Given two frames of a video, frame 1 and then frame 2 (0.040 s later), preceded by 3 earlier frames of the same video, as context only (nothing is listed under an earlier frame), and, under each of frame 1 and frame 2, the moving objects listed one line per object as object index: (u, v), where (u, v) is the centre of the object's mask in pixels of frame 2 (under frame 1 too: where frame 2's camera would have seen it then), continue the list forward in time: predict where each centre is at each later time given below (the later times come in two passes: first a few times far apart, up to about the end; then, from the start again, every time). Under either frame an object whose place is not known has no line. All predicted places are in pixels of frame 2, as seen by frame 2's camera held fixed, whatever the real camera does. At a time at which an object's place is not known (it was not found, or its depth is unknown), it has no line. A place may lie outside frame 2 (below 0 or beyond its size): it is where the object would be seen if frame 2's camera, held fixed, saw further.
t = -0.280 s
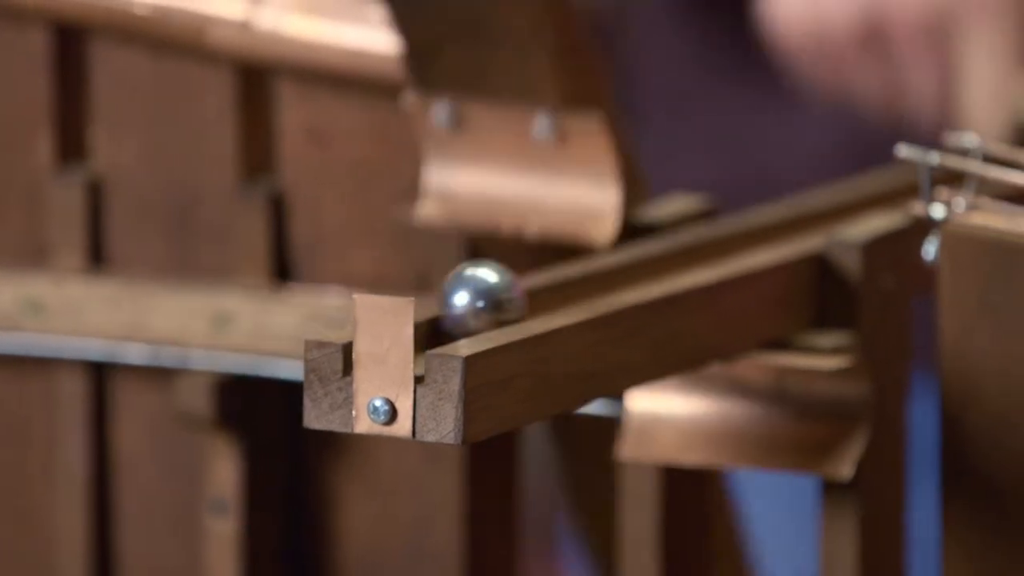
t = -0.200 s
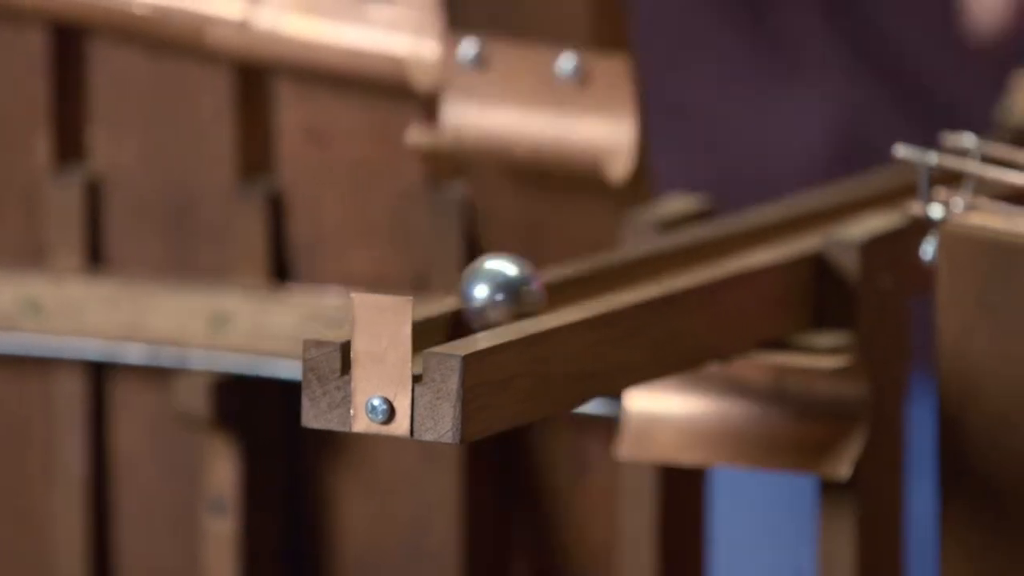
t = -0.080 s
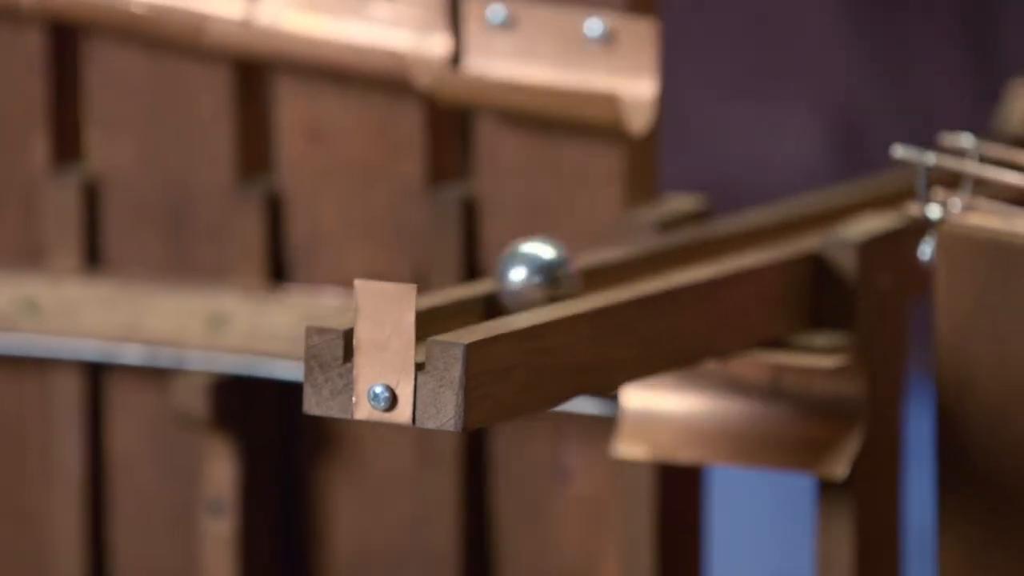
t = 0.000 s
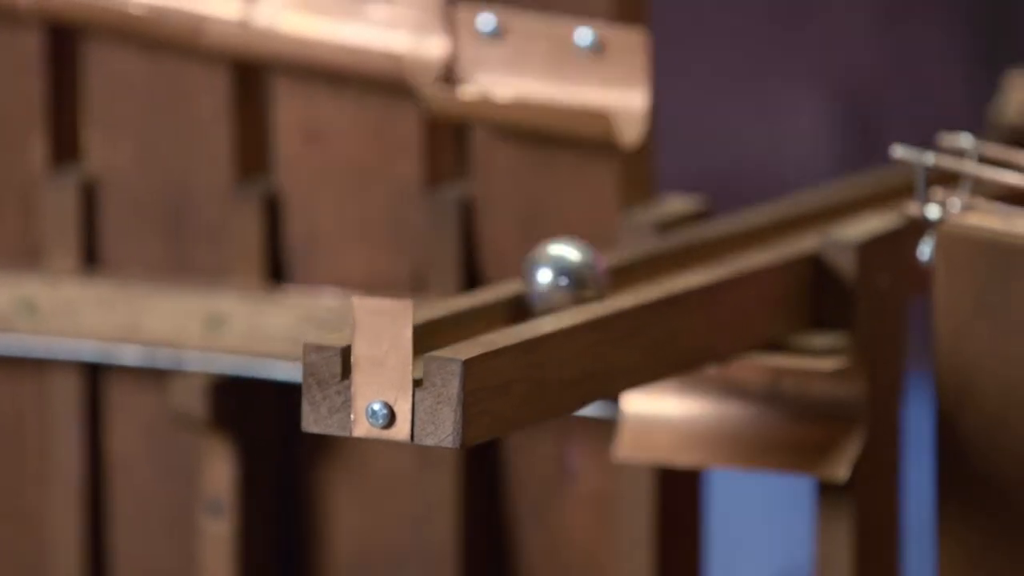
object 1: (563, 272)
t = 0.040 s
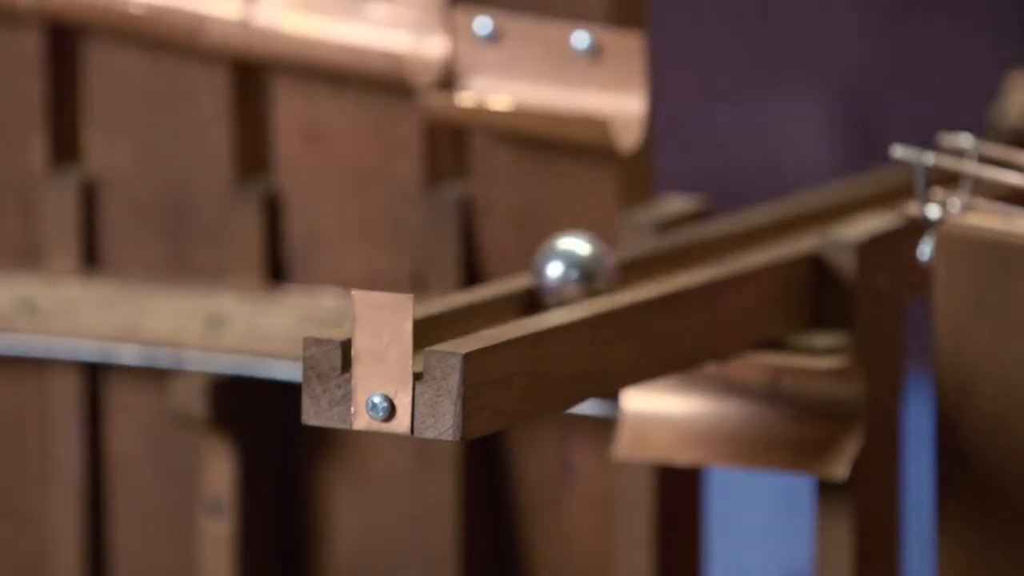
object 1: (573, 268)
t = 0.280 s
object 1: (653, 244)
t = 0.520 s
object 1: (742, 217)
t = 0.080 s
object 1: (585, 264)
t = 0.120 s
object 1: (597, 260)
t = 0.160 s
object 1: (611, 256)
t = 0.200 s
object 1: (623, 253)
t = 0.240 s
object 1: (637, 249)
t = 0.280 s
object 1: (653, 244)
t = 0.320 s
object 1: (662, 239)
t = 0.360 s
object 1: (672, 232)
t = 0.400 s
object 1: (691, 229)
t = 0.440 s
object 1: (711, 228)
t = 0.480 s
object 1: (727, 223)
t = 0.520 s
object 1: (742, 217)
